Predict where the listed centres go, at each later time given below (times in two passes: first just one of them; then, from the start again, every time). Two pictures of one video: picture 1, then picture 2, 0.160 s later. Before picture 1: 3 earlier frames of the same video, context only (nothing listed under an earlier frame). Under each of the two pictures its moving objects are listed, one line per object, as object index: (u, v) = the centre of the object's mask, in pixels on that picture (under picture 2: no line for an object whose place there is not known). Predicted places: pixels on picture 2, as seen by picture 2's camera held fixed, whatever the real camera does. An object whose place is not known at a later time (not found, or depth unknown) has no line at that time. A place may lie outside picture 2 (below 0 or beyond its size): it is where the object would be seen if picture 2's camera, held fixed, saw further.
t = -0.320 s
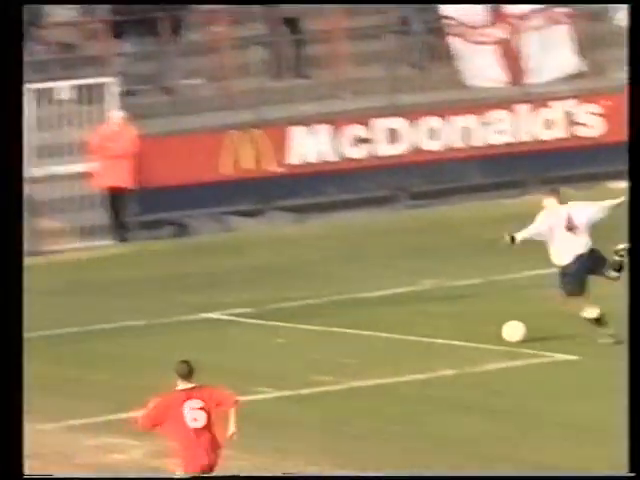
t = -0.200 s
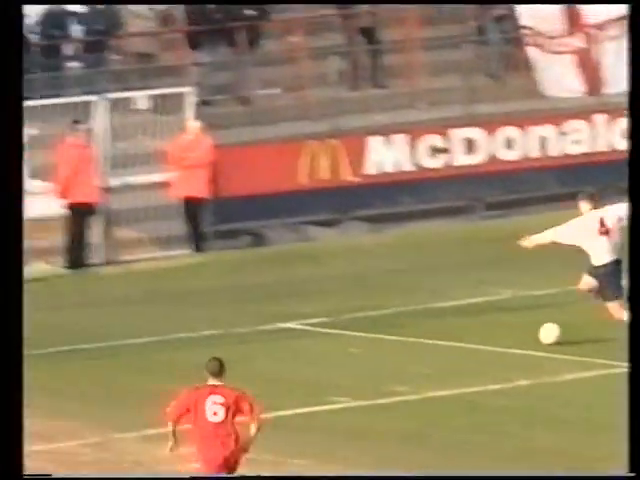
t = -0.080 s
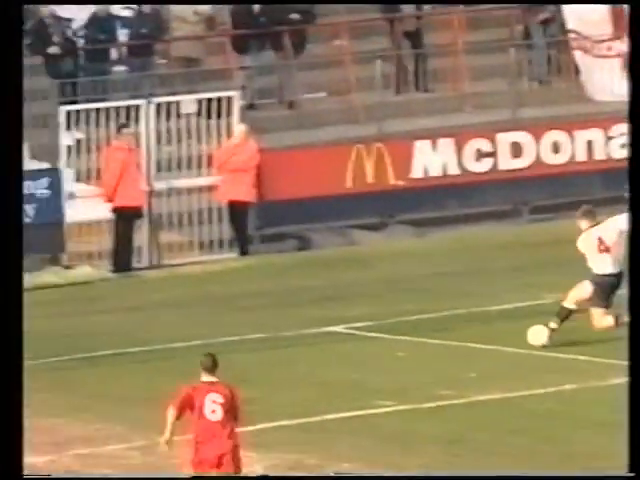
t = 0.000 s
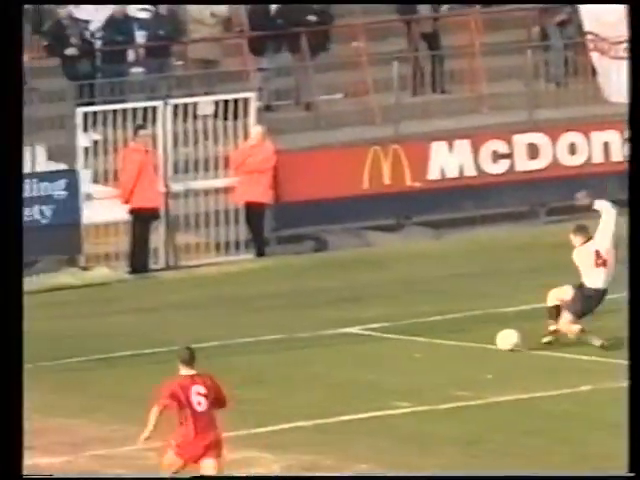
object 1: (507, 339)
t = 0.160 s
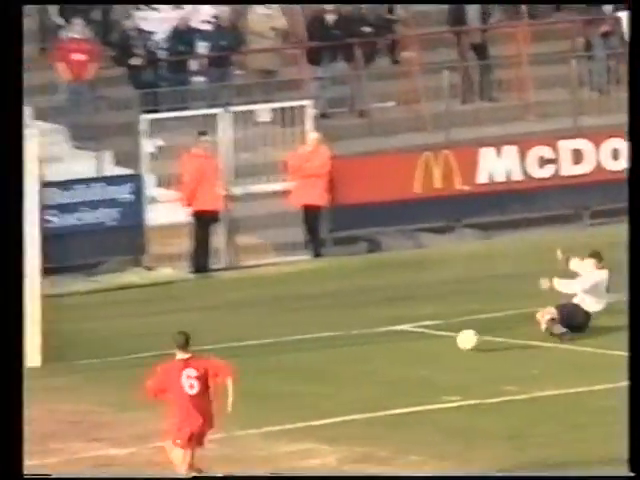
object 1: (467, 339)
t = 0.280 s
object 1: (405, 343)
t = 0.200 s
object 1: (446, 342)
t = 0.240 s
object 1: (426, 343)
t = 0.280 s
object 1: (405, 343)
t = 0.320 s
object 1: (384, 345)
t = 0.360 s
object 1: (364, 347)
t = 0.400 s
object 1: (344, 345)
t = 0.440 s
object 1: (324, 345)
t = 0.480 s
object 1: (305, 346)
